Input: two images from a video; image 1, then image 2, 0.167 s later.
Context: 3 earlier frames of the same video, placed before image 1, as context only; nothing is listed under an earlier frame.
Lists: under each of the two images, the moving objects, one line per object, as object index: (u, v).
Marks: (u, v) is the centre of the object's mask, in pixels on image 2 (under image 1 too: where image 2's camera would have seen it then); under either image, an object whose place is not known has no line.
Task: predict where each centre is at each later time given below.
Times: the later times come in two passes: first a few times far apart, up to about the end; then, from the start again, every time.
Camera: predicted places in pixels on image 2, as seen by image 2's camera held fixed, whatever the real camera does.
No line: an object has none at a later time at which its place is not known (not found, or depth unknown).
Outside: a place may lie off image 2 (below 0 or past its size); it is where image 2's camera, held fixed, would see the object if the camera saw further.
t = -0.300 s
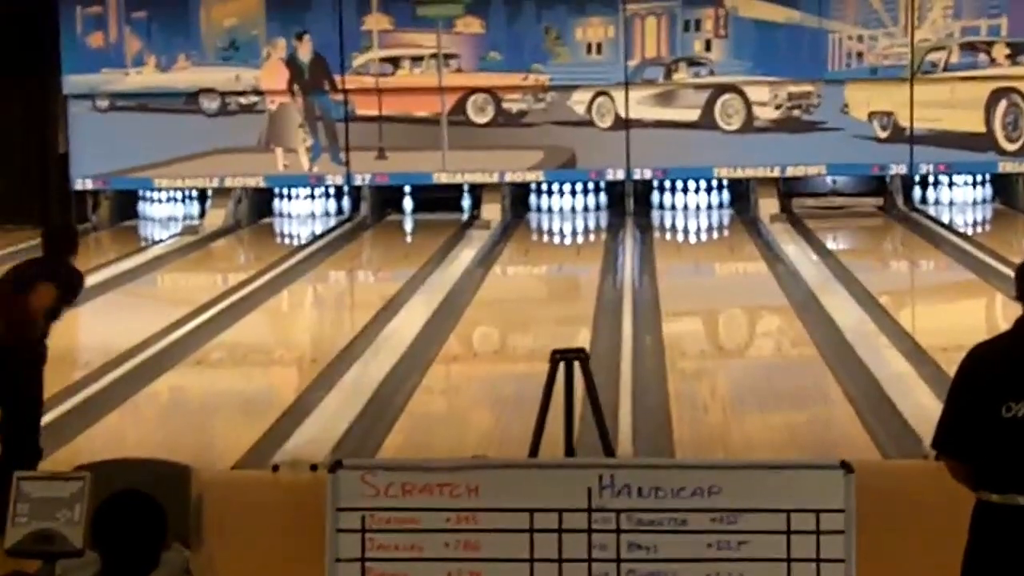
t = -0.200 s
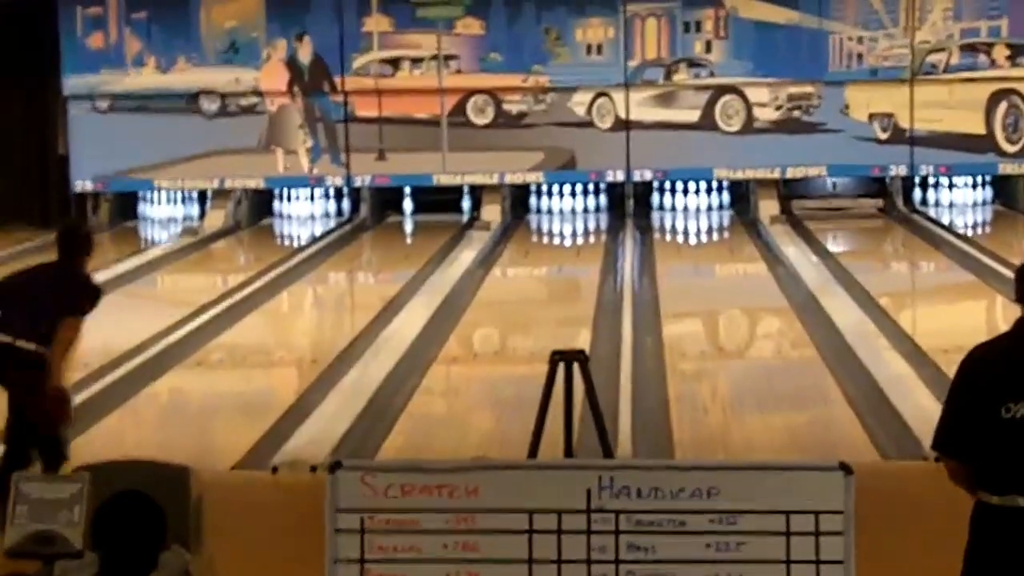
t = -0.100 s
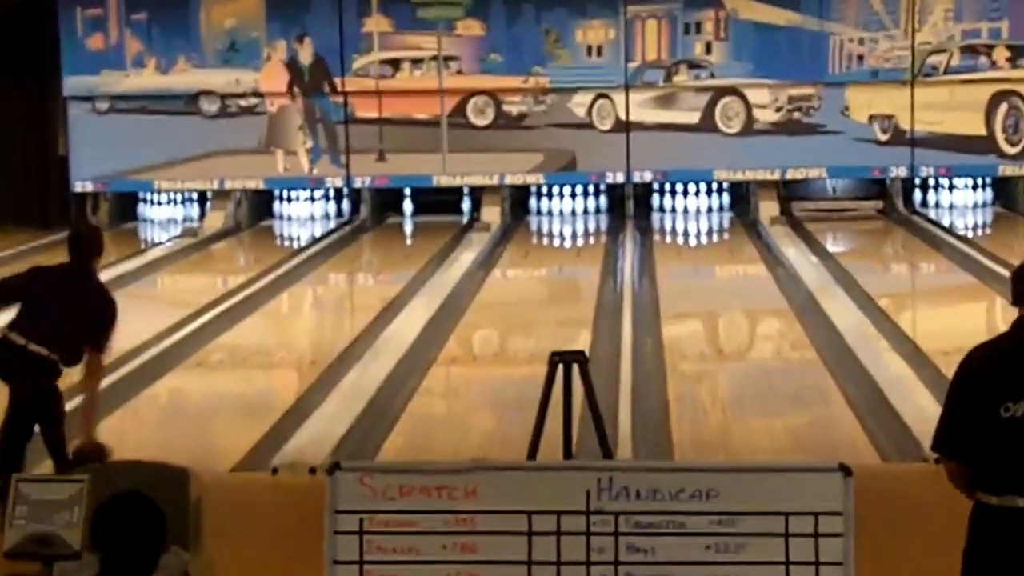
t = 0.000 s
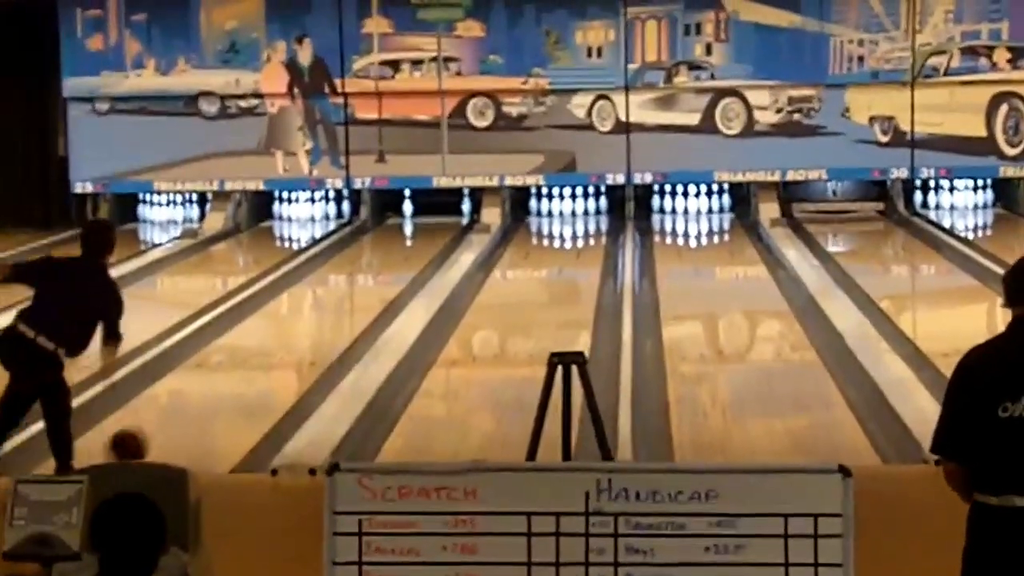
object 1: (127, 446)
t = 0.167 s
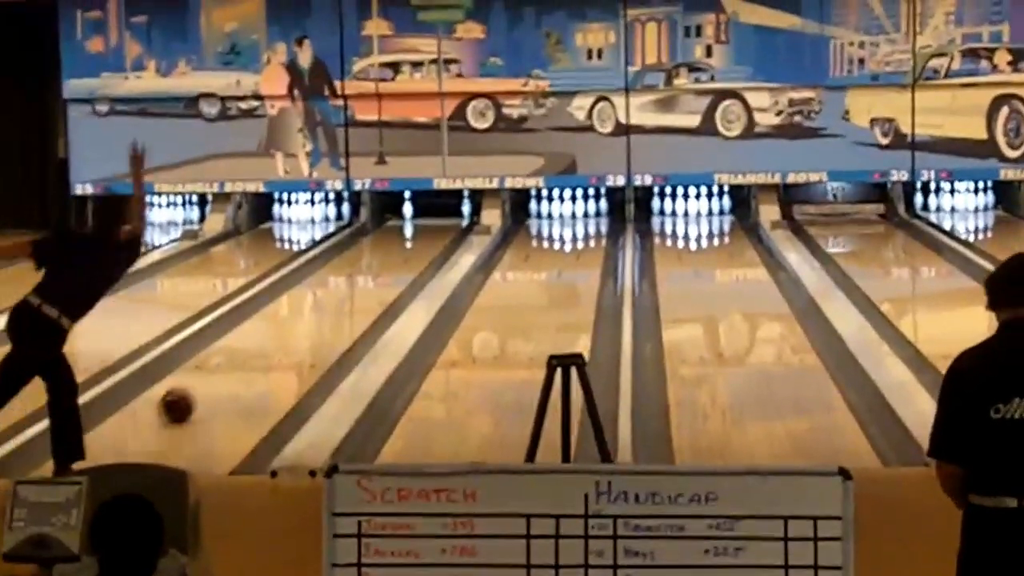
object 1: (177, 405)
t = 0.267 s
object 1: (202, 384)
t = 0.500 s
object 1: (249, 342)
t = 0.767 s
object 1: (290, 305)
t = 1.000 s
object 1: (317, 281)
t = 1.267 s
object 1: (343, 259)
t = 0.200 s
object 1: (185, 398)
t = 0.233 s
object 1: (194, 391)
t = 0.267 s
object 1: (202, 384)
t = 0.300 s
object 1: (209, 377)
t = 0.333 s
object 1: (218, 370)
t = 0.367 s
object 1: (224, 364)
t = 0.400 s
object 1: (231, 359)
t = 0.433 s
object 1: (237, 353)
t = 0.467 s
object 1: (243, 348)
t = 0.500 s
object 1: (249, 342)
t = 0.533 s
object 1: (255, 337)
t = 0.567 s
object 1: (261, 332)
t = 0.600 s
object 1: (266, 327)
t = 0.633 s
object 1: (271, 322)
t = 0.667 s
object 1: (277, 318)
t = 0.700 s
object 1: (280, 314)
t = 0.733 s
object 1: (284, 310)
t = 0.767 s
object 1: (290, 305)
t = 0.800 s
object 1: (294, 302)
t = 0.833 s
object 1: (298, 298)
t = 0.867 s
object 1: (302, 295)
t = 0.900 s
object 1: (307, 291)
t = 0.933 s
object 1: (311, 288)
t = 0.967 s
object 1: (314, 284)
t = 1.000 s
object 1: (317, 281)
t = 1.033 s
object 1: (320, 278)
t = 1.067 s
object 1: (324, 275)
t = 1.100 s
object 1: (327, 273)
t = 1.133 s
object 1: (331, 270)
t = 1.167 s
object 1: (335, 267)
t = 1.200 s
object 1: (338, 265)
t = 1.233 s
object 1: (341, 262)
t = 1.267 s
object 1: (343, 259)
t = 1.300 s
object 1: (346, 257)
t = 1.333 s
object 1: (349, 255)
